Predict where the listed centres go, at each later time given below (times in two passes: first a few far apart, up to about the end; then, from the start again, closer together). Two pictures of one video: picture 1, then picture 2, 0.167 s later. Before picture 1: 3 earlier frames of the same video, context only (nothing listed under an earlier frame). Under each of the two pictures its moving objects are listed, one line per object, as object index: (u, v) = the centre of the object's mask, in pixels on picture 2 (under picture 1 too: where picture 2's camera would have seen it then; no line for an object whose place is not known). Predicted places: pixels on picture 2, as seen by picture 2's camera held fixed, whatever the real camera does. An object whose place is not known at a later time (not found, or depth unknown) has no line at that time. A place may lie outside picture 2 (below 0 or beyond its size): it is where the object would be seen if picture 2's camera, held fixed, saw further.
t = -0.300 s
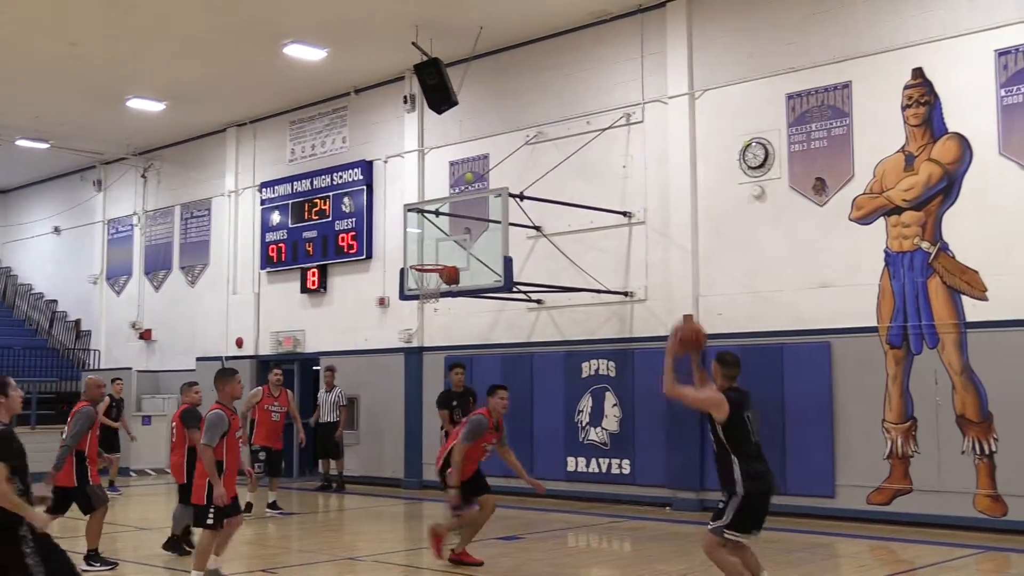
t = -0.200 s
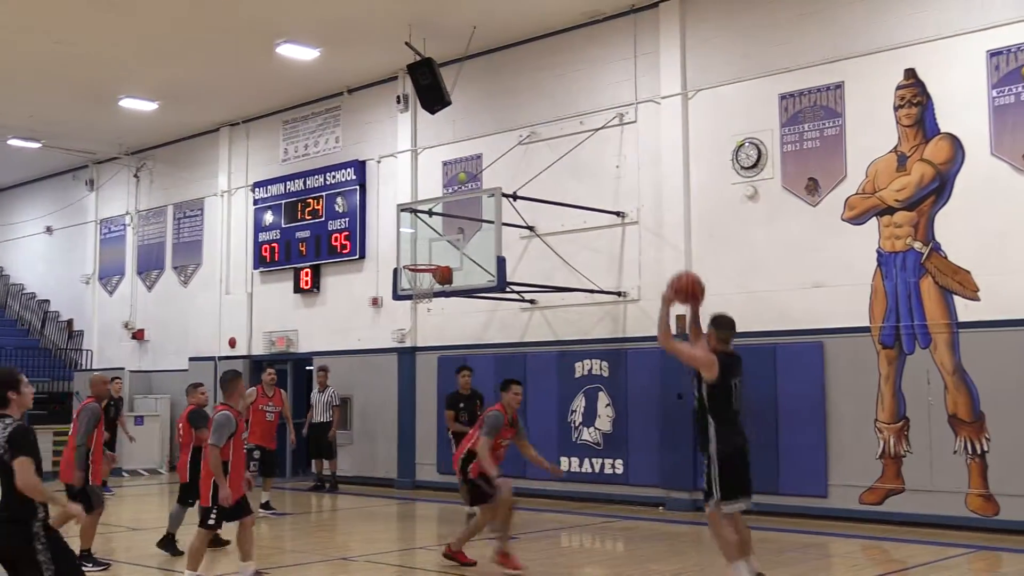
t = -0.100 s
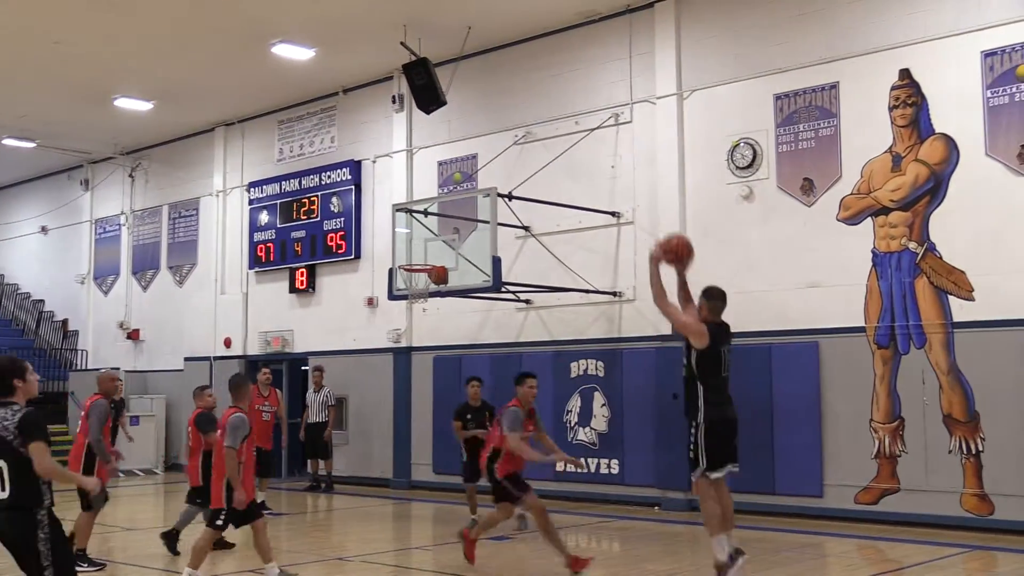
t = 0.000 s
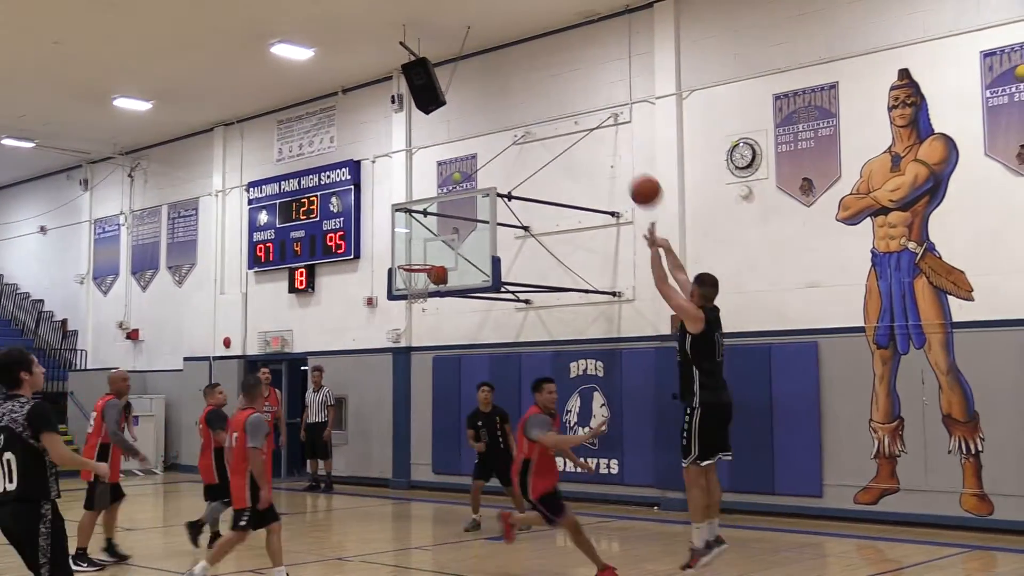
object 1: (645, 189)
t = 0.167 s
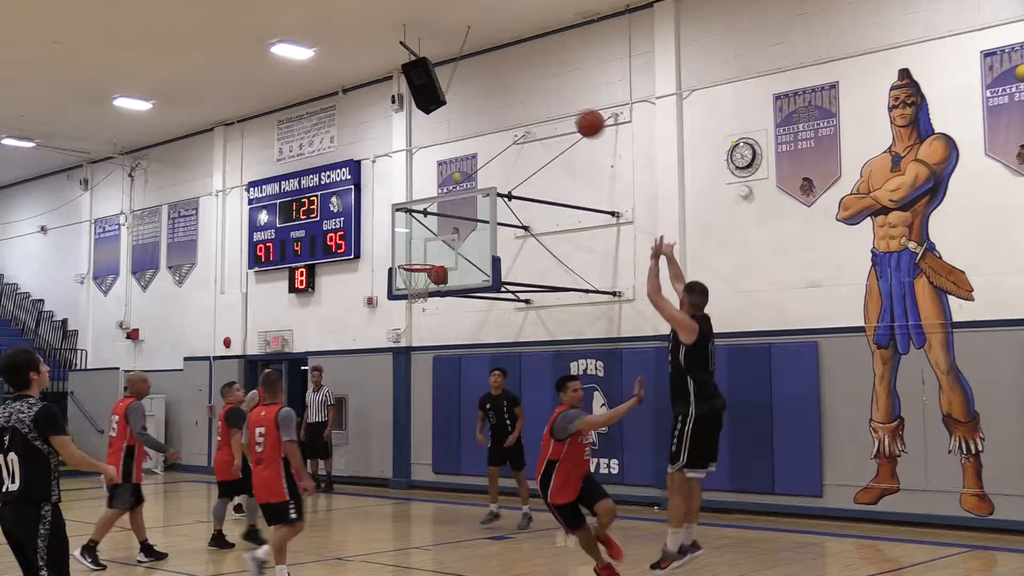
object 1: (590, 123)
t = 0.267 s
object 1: (562, 103)
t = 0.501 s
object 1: (508, 100)
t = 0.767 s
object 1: (459, 152)
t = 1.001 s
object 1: (424, 235)
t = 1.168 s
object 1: (417, 306)
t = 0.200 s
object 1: (580, 115)
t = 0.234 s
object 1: (571, 108)
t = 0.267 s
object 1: (562, 103)
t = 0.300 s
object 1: (553, 99)
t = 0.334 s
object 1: (545, 96)
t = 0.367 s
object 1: (537, 95)
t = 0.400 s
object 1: (529, 95)
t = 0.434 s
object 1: (522, 95)
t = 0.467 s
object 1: (515, 97)
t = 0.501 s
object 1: (508, 100)
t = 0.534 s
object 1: (501, 103)
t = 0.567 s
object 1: (495, 108)
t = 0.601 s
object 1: (488, 114)
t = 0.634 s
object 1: (482, 119)
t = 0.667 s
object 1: (476, 127)
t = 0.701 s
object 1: (470, 134)
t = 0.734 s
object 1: (464, 143)
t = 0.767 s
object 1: (459, 152)
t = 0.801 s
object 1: (454, 162)
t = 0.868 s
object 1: (443, 184)
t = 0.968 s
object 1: (429, 221)
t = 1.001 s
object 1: (424, 235)
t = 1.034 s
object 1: (420, 249)
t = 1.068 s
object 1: (415, 264)
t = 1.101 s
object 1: (414, 278)
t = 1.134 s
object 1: (416, 291)
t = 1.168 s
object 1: (417, 306)
